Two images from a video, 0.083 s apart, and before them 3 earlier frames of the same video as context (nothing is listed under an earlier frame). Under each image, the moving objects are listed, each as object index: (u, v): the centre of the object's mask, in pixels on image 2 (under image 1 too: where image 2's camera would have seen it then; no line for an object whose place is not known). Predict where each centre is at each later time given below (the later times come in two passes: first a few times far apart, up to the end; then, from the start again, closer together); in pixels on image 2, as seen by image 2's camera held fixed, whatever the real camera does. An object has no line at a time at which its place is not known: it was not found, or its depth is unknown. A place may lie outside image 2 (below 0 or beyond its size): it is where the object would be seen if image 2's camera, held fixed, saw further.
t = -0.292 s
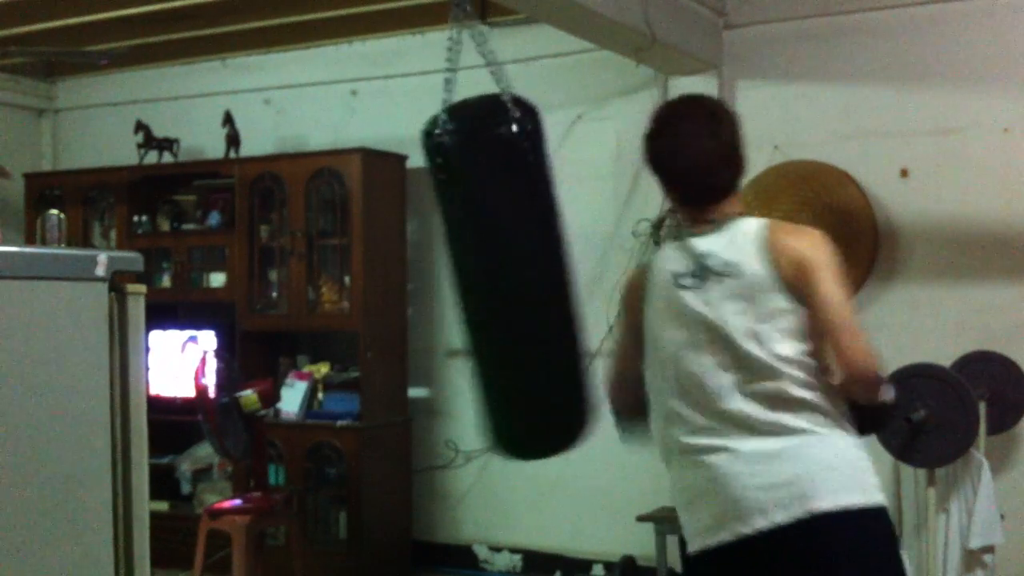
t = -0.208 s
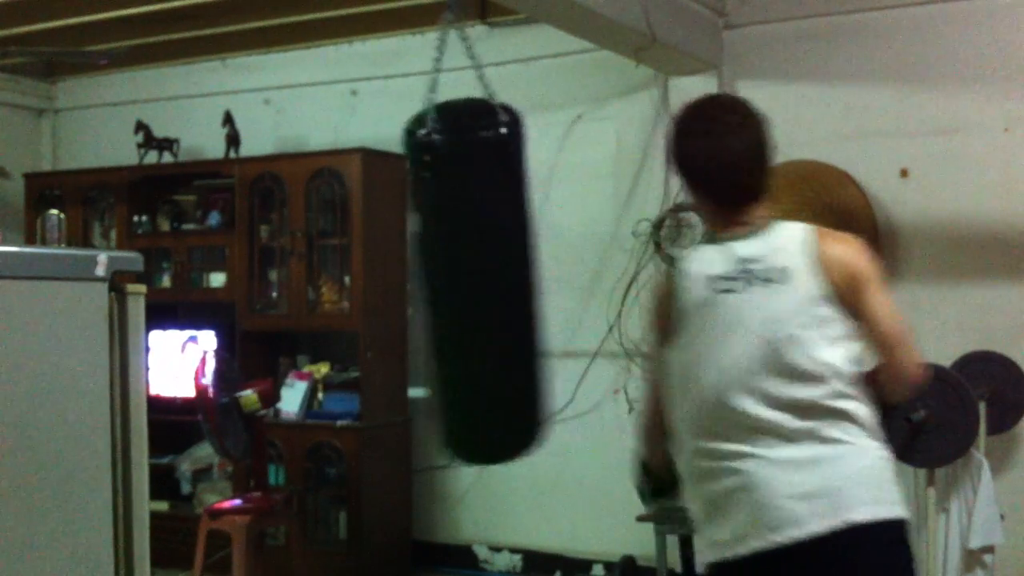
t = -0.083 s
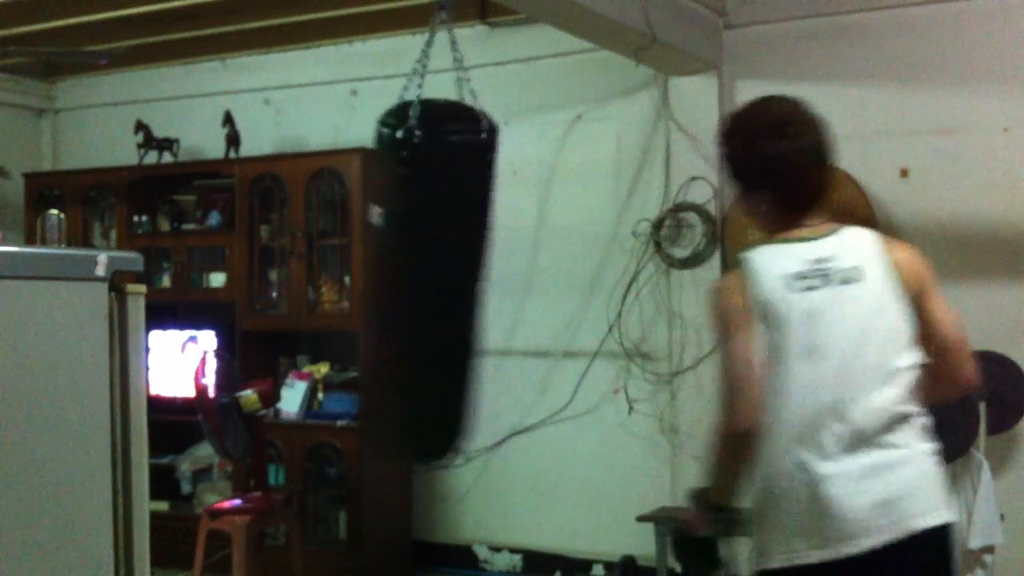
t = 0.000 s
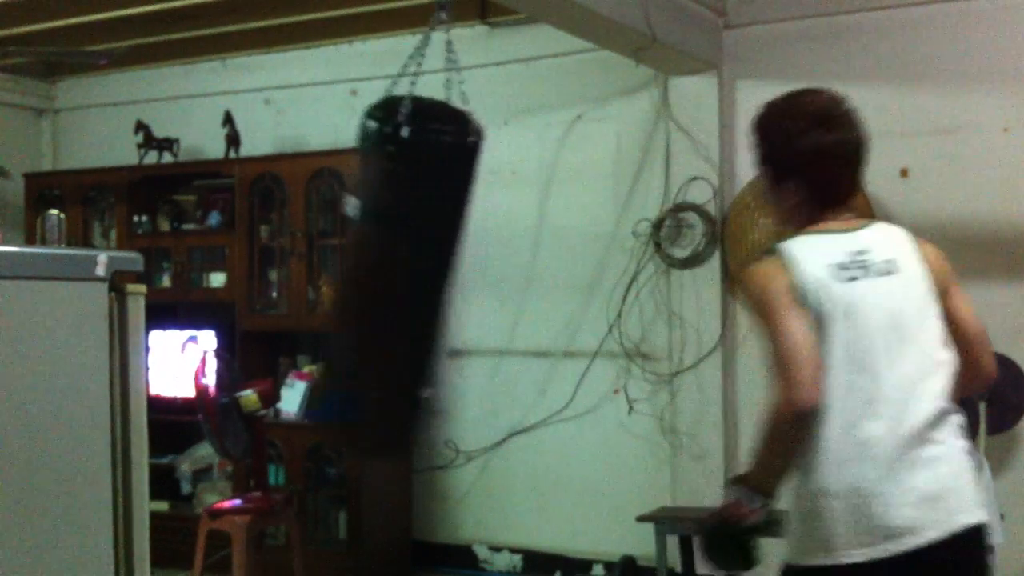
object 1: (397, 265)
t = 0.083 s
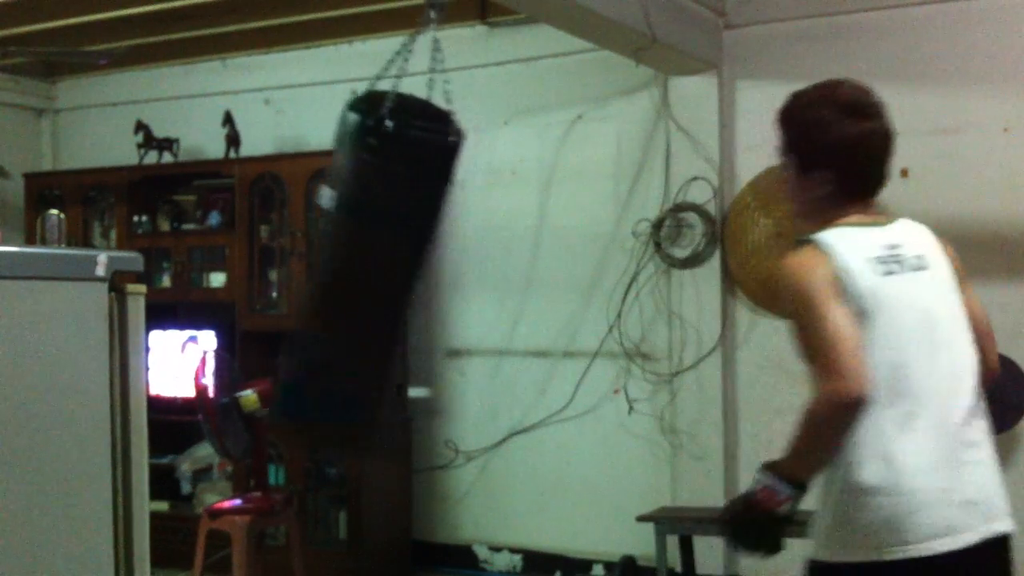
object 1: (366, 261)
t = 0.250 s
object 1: (315, 268)
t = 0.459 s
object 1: (303, 266)
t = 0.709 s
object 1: (368, 276)
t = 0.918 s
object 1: (465, 285)
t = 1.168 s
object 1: (559, 272)
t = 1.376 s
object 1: (582, 263)
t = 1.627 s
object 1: (541, 267)
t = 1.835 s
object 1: (469, 278)
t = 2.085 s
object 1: (386, 249)
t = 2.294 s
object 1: (315, 270)
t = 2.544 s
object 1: (312, 271)
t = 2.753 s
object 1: (374, 280)
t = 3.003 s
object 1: (487, 288)
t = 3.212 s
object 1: (555, 277)
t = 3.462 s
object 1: (568, 266)
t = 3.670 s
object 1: (530, 268)
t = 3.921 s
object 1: (452, 277)
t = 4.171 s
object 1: (366, 266)
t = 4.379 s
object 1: (318, 273)
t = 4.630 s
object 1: (330, 275)
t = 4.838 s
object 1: (405, 280)
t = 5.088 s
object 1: (503, 283)
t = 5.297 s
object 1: (550, 275)
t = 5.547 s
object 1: (546, 266)
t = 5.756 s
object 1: (504, 270)
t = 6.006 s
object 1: (439, 268)
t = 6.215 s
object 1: (369, 279)
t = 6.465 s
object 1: (328, 280)
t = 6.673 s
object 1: (350, 274)
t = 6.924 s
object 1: (429, 288)
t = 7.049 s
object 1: (476, 290)
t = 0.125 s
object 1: (352, 263)
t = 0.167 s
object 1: (336, 265)
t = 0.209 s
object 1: (322, 270)
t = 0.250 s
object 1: (315, 268)
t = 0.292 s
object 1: (308, 266)
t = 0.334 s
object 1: (304, 264)
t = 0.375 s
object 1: (301, 265)
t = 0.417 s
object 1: (301, 265)
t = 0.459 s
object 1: (303, 266)
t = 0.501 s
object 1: (307, 266)
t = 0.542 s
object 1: (314, 266)
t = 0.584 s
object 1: (324, 269)
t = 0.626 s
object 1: (334, 275)
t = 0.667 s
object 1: (352, 275)
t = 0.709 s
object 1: (368, 276)
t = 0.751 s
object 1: (386, 278)
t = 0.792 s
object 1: (405, 280)
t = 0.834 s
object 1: (424, 284)
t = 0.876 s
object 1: (442, 283)
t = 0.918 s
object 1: (465, 285)
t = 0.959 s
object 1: (484, 283)
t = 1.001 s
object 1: (502, 280)
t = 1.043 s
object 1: (520, 279)
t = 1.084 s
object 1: (536, 277)
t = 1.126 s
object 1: (548, 275)
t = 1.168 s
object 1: (559, 272)
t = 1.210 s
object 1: (569, 269)
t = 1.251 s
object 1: (575, 267)
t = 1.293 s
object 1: (580, 265)
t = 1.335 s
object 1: (582, 264)
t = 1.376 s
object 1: (582, 263)
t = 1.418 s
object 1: (580, 262)
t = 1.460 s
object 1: (575, 262)
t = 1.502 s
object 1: (569, 263)
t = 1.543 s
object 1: (561, 264)
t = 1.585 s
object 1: (552, 266)
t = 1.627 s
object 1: (541, 267)
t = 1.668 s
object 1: (528, 269)
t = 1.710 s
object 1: (515, 271)
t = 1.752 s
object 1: (500, 273)
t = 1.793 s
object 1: (485, 275)
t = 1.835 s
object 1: (469, 278)
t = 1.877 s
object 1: (456, 279)
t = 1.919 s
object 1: (445, 272)
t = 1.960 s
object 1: (435, 256)
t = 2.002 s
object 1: (406, 268)
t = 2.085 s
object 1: (386, 249)
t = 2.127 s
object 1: (365, 257)
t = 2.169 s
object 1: (352, 257)
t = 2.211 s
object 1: (338, 265)
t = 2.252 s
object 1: (327, 265)
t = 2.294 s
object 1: (315, 270)
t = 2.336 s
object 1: (309, 270)
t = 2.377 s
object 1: (305, 270)
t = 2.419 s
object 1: (303, 270)
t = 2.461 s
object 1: (303, 271)
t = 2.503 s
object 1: (306, 271)
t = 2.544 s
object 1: (312, 271)
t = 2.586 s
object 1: (318, 274)
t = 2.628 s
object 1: (327, 278)
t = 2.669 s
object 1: (341, 271)
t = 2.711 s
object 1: (357, 276)
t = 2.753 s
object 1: (374, 280)
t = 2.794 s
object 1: (392, 284)
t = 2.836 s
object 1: (410, 287)
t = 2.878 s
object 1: (428, 290)
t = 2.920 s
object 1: (442, 293)
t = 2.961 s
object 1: (468, 288)
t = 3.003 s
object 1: (487, 288)
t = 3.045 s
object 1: (503, 286)
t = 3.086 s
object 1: (519, 284)
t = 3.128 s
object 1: (533, 282)
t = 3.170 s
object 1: (545, 279)
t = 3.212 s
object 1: (555, 277)
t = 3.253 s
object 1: (562, 275)
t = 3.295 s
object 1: (567, 272)
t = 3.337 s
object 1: (570, 270)
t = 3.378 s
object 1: (572, 268)
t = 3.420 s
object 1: (571, 267)
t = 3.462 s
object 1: (568, 266)
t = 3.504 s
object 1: (564, 266)
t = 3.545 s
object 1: (557, 266)
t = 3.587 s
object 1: (550, 266)
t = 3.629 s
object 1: (541, 268)
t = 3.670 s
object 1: (530, 268)
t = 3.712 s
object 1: (518, 270)
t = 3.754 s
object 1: (505, 271)
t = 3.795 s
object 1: (491, 273)
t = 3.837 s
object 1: (477, 276)
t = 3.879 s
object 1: (463, 277)
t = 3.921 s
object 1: (452, 277)
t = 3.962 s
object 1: (442, 268)
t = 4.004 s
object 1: (419, 263)
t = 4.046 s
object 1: (404, 270)
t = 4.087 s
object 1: (395, 262)
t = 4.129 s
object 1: (384, 257)
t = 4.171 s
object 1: (366, 266)
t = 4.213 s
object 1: (354, 267)
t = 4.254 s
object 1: (341, 271)
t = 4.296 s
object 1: (331, 272)
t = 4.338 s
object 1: (323, 273)
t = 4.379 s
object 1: (318, 273)
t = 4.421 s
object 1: (315, 272)
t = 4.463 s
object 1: (315, 271)
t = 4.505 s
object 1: (316, 270)
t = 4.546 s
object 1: (320, 269)
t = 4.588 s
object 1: (326, 271)
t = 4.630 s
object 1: (330, 275)
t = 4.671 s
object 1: (347, 266)
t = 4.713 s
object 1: (358, 274)
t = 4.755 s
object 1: (374, 274)
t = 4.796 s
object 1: (389, 279)
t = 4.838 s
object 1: (405, 280)
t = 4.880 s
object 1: (422, 283)
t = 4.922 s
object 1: (436, 286)
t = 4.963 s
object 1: (448, 290)
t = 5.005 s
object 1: (473, 286)
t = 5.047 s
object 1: (489, 284)
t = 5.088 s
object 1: (503, 283)
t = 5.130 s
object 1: (516, 283)
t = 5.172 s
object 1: (527, 281)
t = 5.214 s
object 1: (537, 279)
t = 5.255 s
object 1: (544, 277)
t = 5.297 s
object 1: (550, 275)
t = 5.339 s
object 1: (554, 273)
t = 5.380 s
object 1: (556, 271)
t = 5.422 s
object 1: (556, 269)
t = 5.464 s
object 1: (554, 267)
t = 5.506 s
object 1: (551, 266)
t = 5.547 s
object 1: (546, 266)
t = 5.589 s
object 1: (540, 266)
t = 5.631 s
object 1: (533, 266)
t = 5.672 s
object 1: (524, 267)
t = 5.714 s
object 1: (515, 268)
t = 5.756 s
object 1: (504, 270)
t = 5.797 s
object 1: (492, 271)
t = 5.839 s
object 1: (480, 274)
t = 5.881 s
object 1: (468, 276)
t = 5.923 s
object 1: (457, 279)
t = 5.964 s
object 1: (448, 275)
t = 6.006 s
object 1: (439, 268)
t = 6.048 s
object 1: (417, 266)
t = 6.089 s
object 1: (406, 272)
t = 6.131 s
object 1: (397, 268)
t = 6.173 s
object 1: (384, 272)
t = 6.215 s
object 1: (369, 279)
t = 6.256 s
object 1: (358, 278)
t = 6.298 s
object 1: (349, 277)
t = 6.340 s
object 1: (341, 276)
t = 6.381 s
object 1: (335, 279)
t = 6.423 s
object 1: (330, 281)
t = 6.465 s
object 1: (328, 280)
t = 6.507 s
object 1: (327, 280)
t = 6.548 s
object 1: (328, 280)
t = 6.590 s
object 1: (331, 280)
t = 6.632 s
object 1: (336, 282)
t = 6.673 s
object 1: (350, 274)
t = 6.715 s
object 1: (360, 276)
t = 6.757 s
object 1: (372, 279)
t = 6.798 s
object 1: (386, 282)
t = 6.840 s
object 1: (400, 284)
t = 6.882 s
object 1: (415, 287)
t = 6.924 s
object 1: (429, 288)
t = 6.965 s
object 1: (440, 293)
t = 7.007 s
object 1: (452, 294)
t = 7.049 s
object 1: (476, 290)
